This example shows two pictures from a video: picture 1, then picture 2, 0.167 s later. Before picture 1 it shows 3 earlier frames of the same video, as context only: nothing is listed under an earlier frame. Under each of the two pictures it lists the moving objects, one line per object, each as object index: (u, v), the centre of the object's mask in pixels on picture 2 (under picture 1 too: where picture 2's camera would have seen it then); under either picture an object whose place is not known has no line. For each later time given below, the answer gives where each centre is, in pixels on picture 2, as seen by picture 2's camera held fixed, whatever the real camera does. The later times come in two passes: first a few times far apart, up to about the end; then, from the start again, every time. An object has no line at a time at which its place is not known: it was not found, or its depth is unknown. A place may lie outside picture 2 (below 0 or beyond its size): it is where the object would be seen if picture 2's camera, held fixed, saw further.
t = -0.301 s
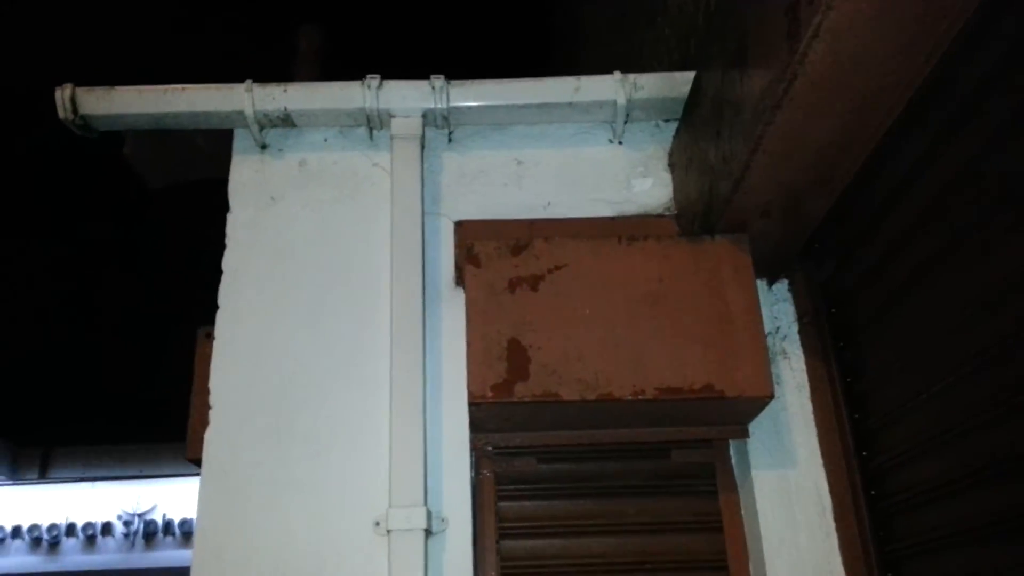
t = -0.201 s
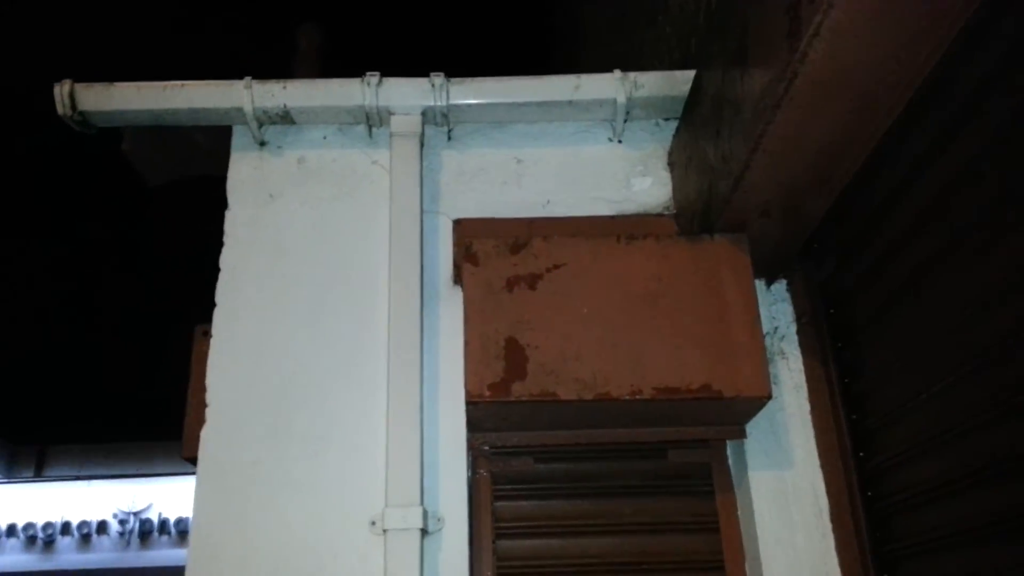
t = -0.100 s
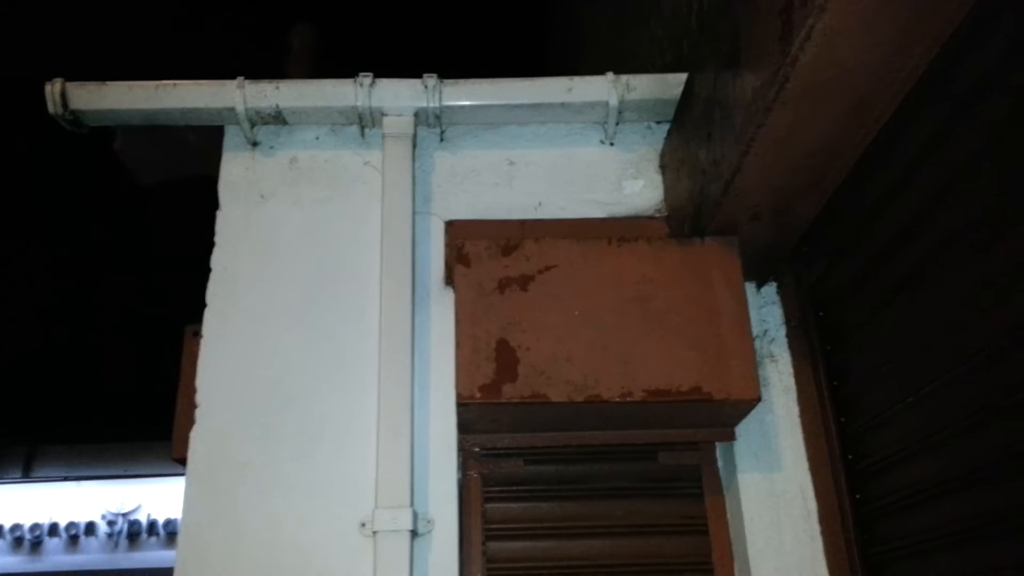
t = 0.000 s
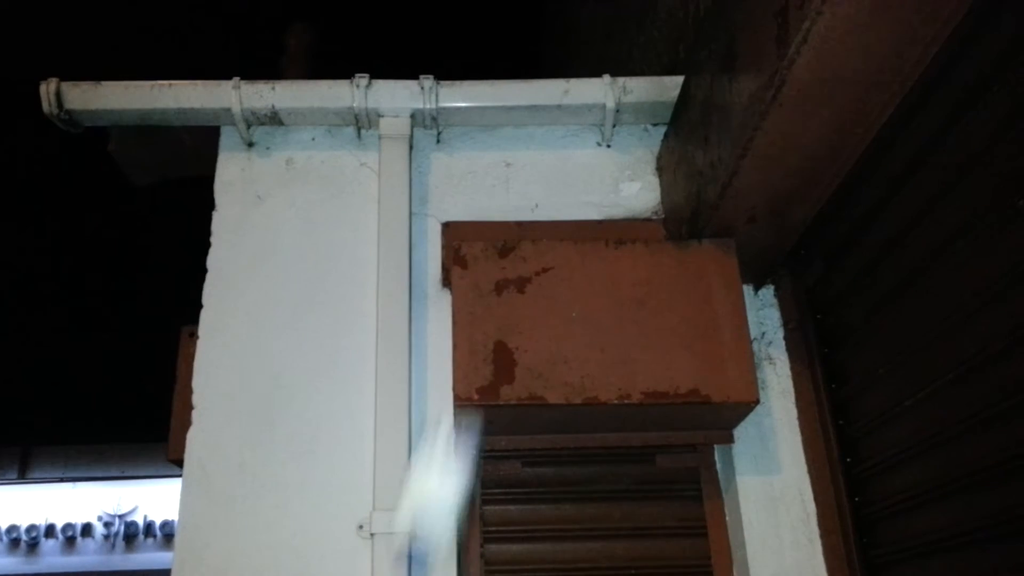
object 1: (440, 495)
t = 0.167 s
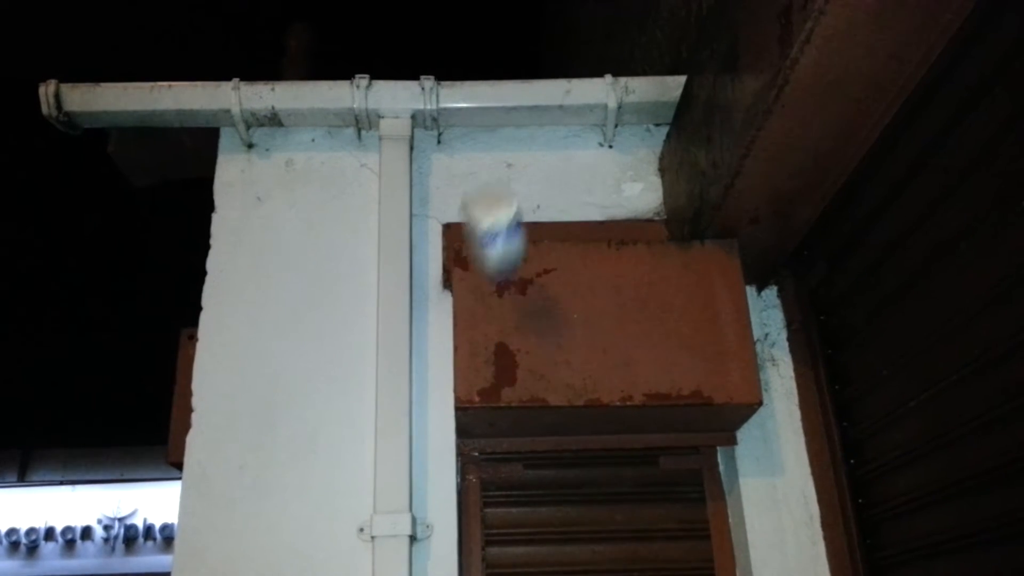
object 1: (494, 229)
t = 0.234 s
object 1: (507, 191)
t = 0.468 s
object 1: (553, 217)
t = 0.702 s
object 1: (590, 225)
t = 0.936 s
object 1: (583, 226)
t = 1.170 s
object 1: (589, 226)
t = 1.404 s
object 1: (587, 226)
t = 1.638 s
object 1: (587, 226)
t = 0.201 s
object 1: (501, 207)
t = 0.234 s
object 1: (507, 191)
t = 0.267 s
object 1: (512, 184)
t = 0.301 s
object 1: (519, 184)
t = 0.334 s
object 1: (526, 187)
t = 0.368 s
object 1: (533, 192)
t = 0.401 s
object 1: (540, 204)
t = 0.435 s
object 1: (545, 212)
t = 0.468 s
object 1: (553, 217)
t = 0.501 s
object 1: (559, 221)
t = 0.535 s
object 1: (564, 227)
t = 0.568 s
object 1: (573, 227)
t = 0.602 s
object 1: (583, 226)
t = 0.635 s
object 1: (588, 226)
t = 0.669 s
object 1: (590, 225)
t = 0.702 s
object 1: (590, 225)
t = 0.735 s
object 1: (590, 225)
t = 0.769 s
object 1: (589, 226)
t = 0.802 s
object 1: (587, 226)
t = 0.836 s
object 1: (586, 226)
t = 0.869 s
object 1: (584, 226)
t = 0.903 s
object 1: (584, 226)
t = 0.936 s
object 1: (583, 226)
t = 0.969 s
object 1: (584, 226)
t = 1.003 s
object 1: (584, 226)
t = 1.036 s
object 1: (586, 225)
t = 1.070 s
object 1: (587, 225)
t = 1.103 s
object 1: (588, 225)
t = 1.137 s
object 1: (589, 226)
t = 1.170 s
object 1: (589, 226)
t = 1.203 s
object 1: (588, 226)
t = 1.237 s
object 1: (588, 226)
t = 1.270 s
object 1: (587, 226)
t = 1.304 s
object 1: (587, 226)
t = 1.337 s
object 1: (587, 226)
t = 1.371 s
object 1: (587, 226)
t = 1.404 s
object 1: (587, 226)
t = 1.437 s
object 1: (587, 226)
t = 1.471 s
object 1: (587, 226)
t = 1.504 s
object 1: (587, 226)
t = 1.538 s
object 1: (588, 226)
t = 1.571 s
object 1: (587, 226)
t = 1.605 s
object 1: (587, 226)
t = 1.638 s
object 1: (587, 226)
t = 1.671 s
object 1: (587, 226)
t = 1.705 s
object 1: (587, 226)
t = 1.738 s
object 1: (587, 226)
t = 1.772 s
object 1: (587, 226)
